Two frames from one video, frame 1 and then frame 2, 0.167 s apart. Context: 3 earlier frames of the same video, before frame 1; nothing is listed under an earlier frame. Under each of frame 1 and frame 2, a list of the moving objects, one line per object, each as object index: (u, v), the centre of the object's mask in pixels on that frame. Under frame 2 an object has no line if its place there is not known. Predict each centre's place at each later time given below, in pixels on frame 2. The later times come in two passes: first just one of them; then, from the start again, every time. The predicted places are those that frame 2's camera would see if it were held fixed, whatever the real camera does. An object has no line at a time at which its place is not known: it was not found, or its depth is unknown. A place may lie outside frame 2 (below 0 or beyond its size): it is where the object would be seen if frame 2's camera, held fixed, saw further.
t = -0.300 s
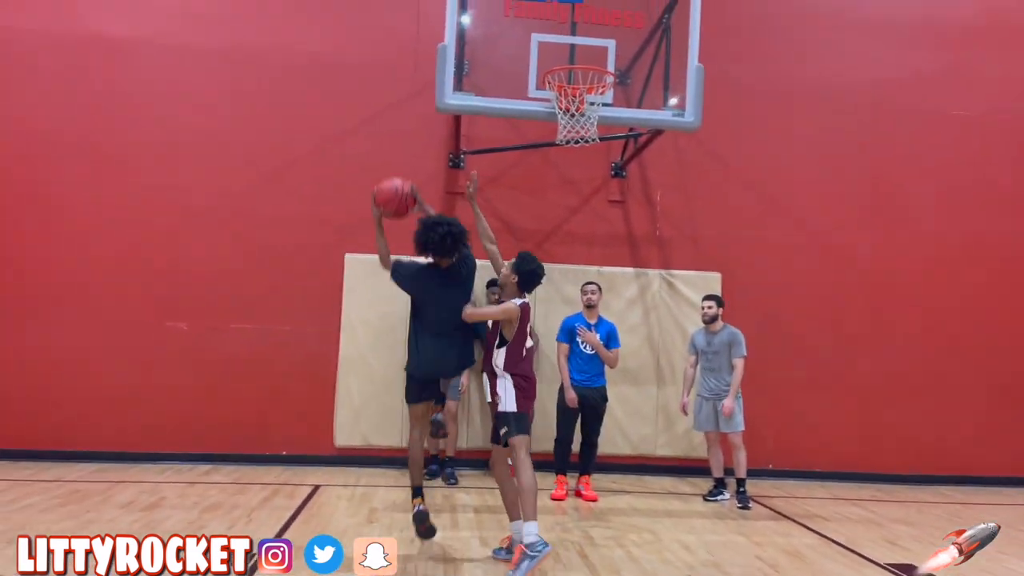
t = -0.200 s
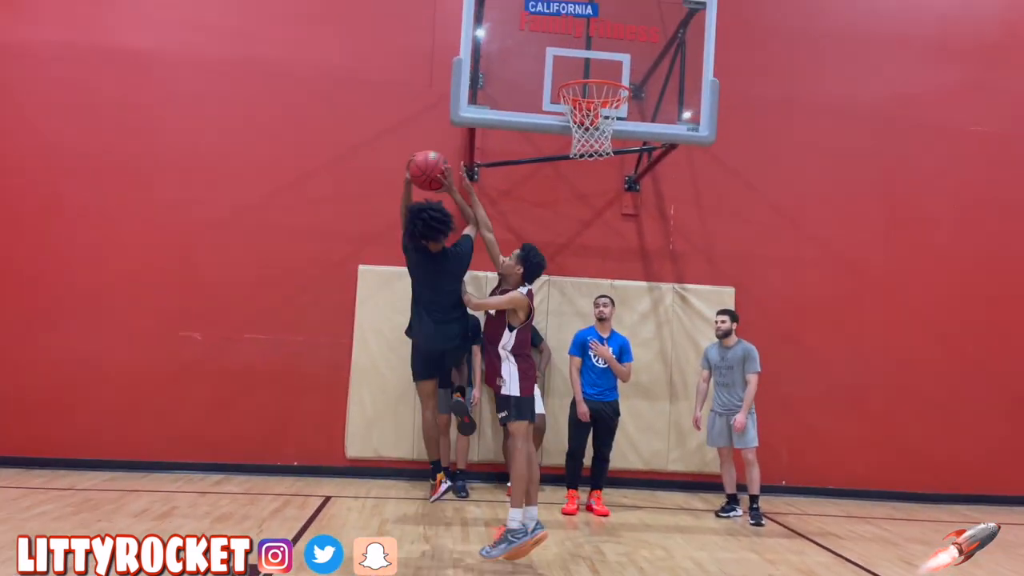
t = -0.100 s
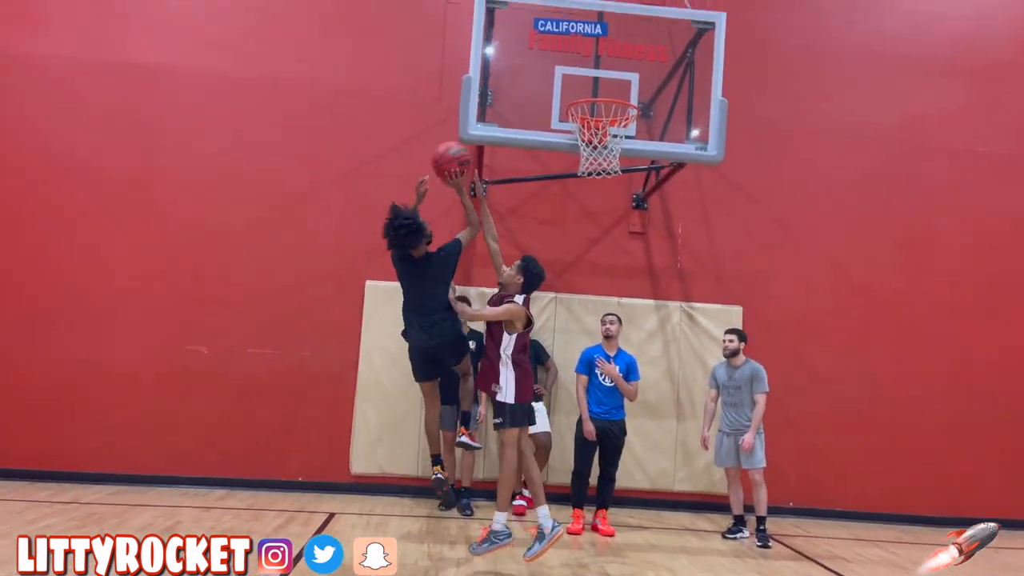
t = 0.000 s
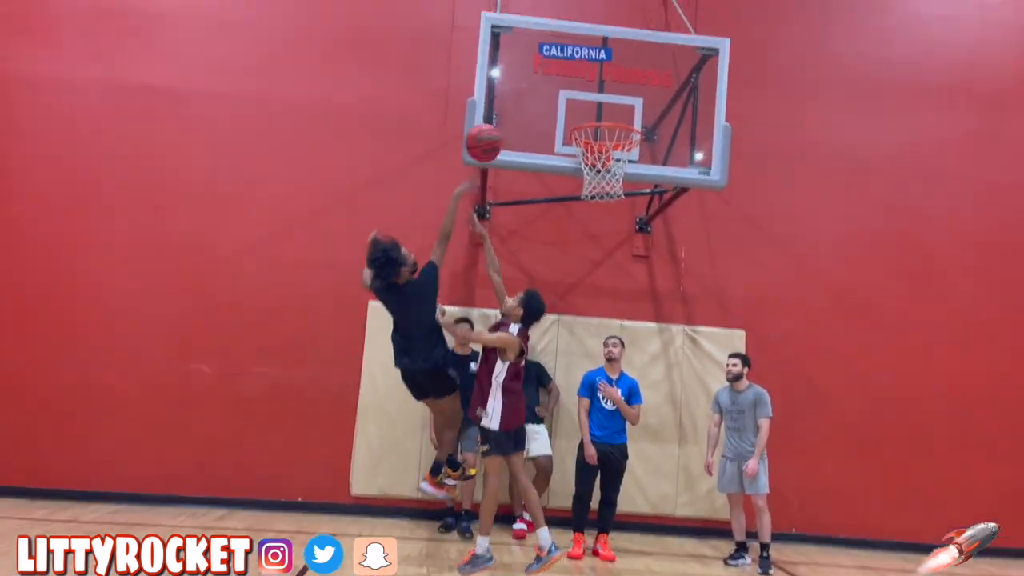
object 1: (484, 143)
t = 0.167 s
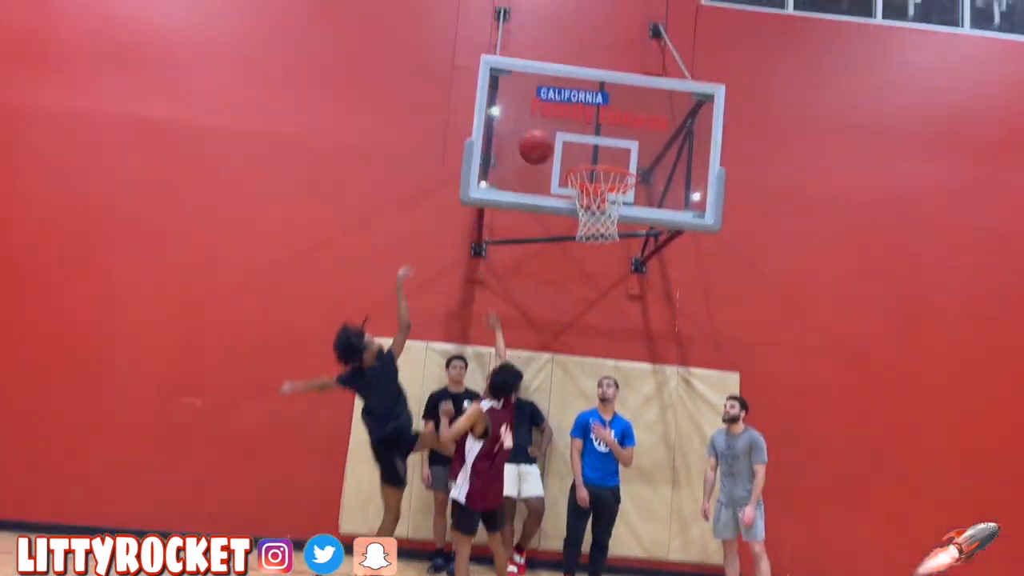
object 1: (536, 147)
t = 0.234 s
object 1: (555, 144)
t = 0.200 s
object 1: (545, 145)
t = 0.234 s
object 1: (555, 144)
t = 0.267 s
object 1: (564, 146)
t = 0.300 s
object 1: (570, 144)
